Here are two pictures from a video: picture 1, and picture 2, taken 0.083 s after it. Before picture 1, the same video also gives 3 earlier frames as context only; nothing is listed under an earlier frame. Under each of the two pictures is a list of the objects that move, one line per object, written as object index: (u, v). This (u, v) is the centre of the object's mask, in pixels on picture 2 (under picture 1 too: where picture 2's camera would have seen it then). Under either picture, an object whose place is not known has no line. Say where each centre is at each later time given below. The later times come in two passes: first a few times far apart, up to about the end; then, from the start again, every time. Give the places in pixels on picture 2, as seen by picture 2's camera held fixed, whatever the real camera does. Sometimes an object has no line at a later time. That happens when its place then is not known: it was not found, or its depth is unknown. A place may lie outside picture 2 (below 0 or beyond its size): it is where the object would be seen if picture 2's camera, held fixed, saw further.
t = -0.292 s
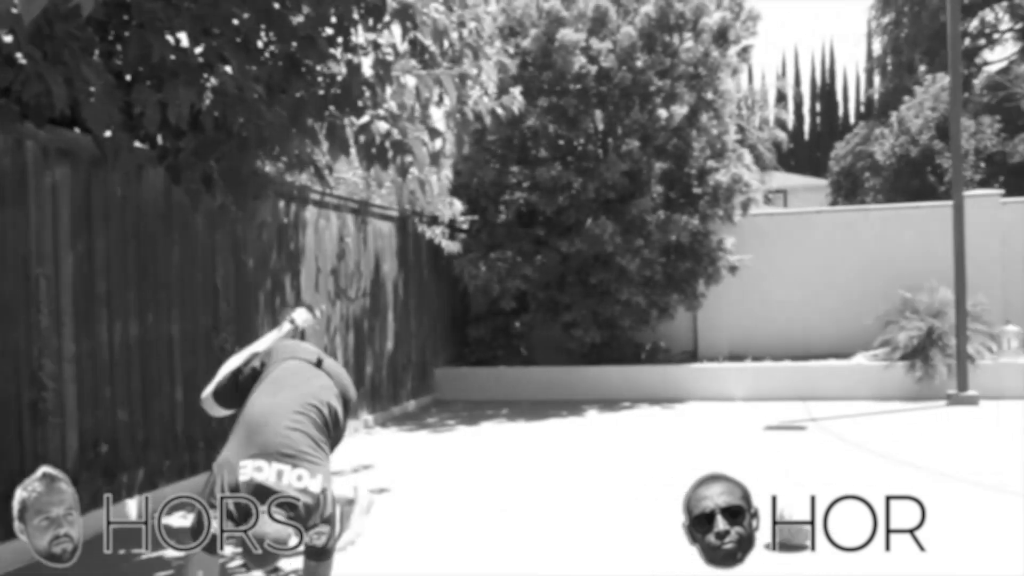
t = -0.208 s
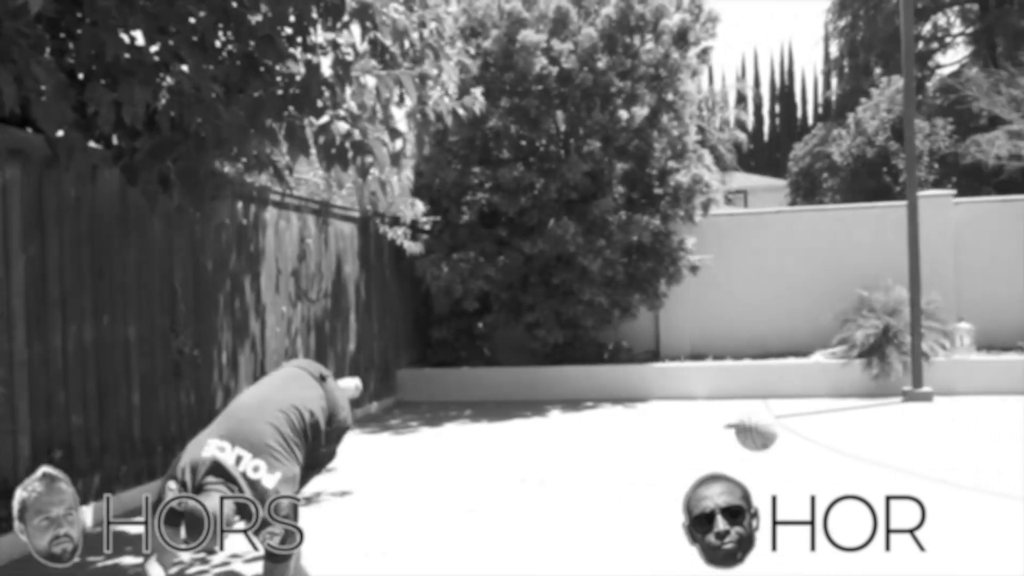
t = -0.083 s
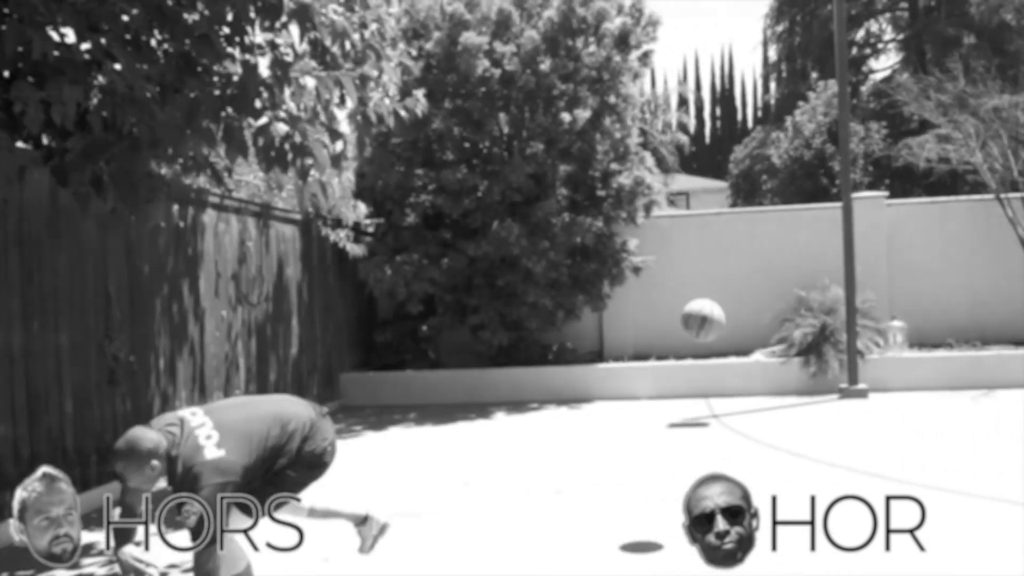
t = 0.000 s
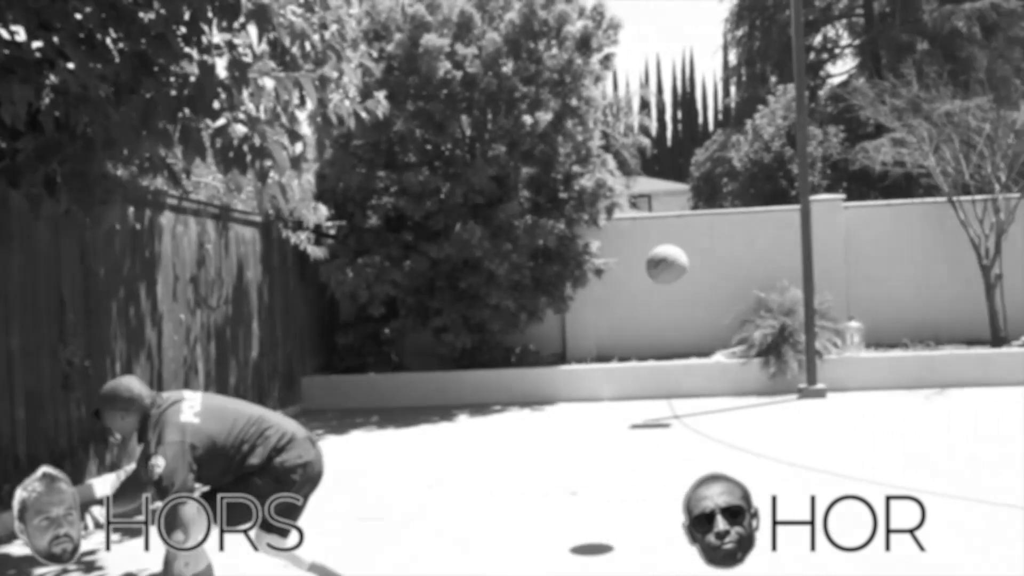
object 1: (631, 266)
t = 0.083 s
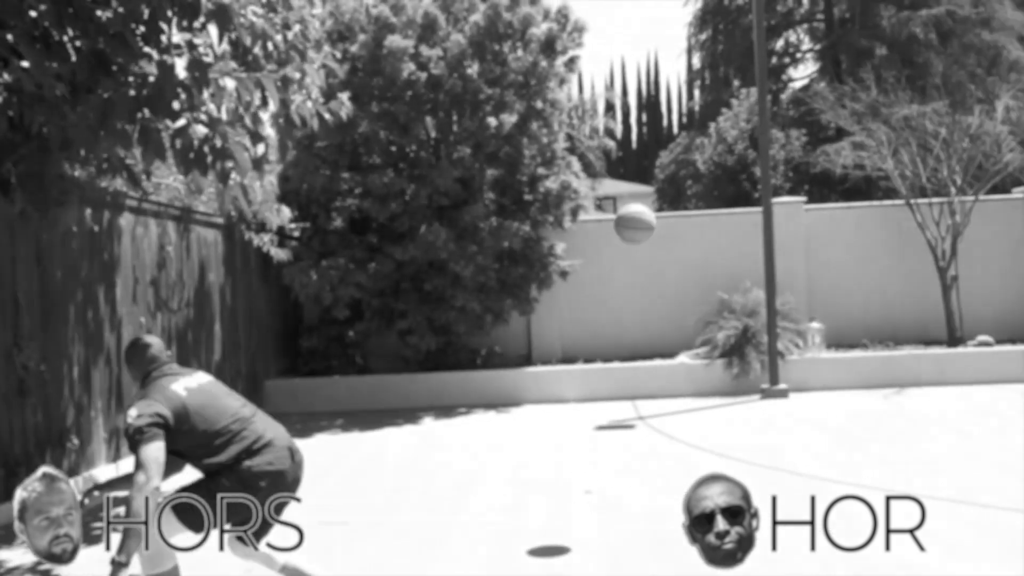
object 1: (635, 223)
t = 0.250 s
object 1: (643, 172)
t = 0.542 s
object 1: (663, 193)
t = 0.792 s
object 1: (686, 313)
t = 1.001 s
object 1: (707, 478)
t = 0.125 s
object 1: (636, 206)
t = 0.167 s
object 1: (639, 192)
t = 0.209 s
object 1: (641, 181)
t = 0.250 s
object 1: (643, 172)
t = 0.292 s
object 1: (645, 167)
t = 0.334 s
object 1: (647, 165)
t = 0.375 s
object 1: (650, 165)
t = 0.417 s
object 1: (653, 168)
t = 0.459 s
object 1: (656, 173)
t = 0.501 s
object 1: (660, 182)
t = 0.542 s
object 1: (663, 193)
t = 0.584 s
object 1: (667, 206)
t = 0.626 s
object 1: (670, 222)
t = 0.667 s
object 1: (673, 242)
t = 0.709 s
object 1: (677, 263)
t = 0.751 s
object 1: (681, 287)
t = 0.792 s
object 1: (686, 313)
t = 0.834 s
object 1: (689, 341)
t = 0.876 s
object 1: (693, 371)
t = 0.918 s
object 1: (698, 405)
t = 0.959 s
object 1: (702, 440)
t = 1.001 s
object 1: (707, 478)
